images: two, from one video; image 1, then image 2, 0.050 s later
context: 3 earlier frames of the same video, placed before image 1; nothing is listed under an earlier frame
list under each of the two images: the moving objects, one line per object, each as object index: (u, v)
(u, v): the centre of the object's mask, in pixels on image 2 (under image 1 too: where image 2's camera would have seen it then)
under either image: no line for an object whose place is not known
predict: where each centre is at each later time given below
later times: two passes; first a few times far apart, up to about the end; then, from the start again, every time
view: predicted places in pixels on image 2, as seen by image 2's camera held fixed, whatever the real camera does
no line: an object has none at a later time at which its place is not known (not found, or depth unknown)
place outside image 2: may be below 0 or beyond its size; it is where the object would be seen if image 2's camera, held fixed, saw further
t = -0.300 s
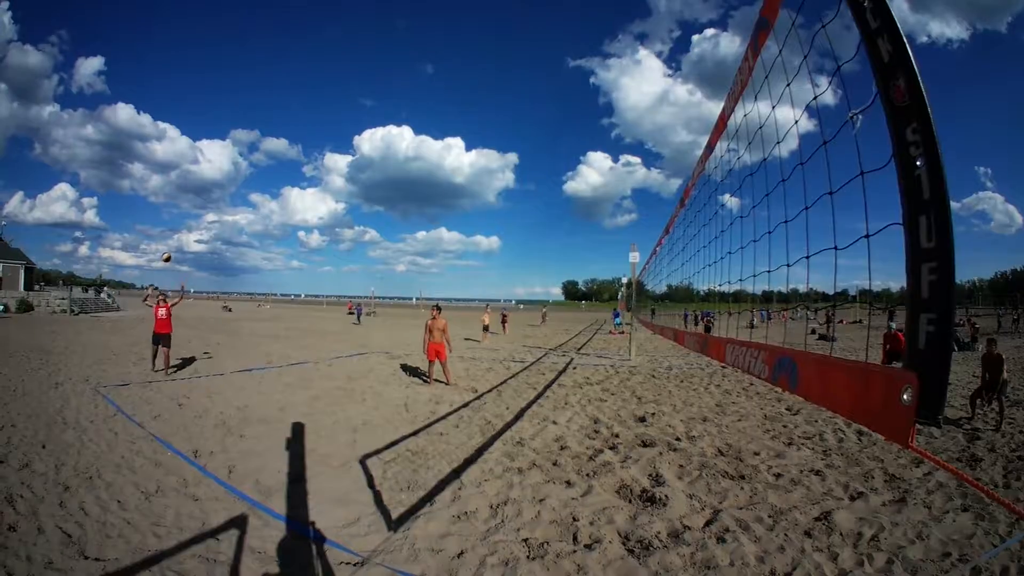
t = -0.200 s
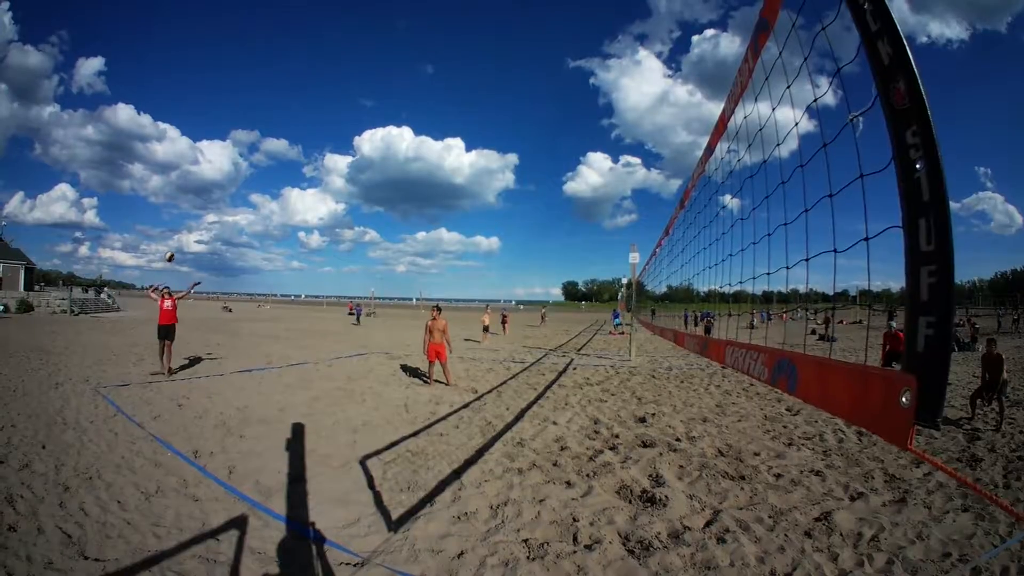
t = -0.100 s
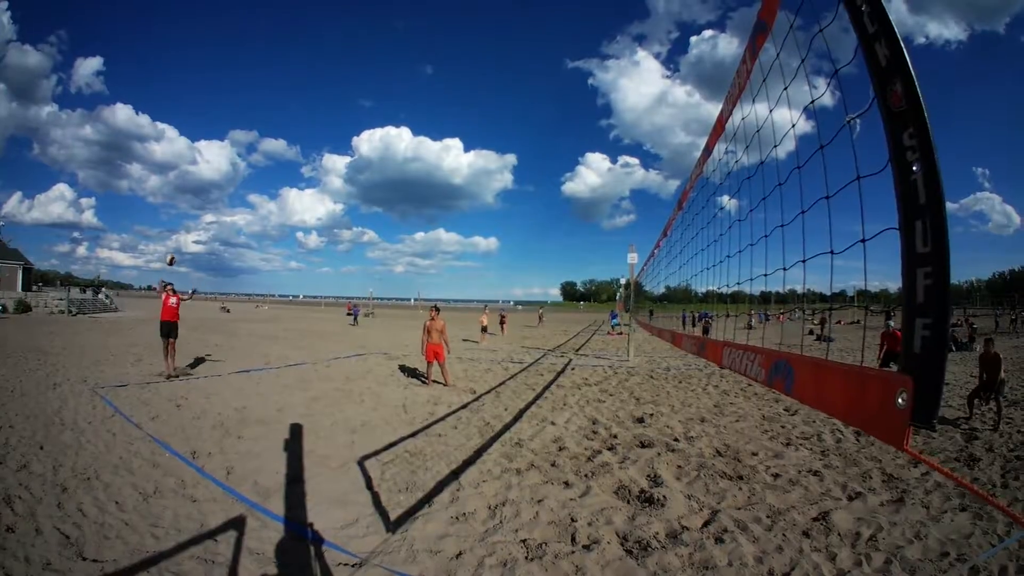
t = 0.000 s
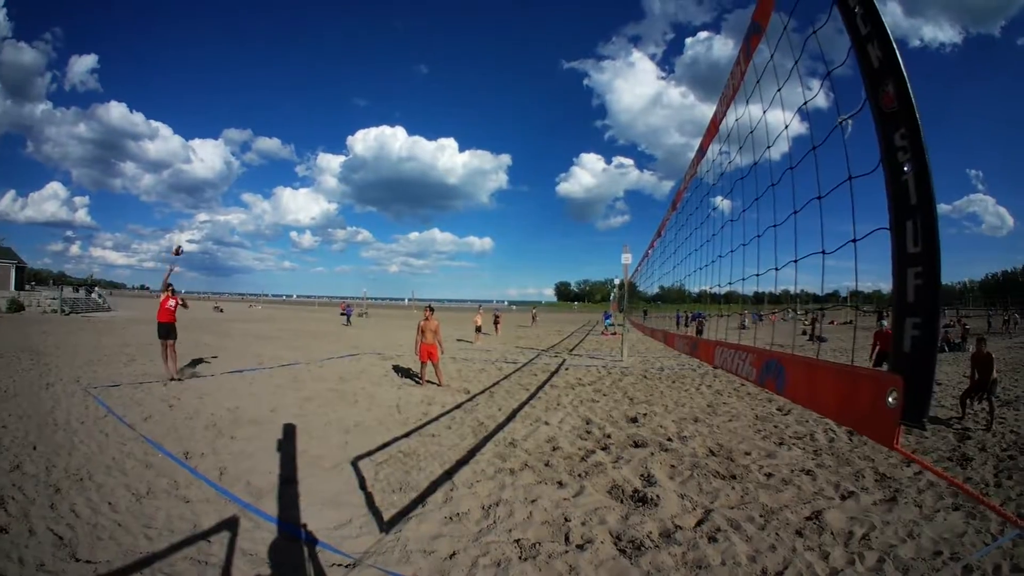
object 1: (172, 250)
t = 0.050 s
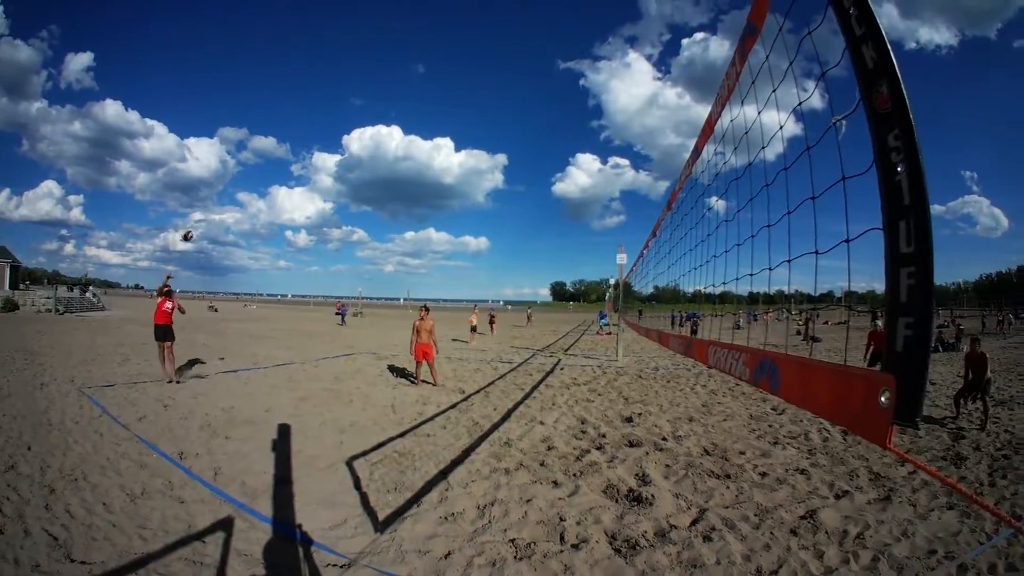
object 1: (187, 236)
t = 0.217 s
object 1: (258, 184)
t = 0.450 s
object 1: (448, 121)
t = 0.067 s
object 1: (193, 231)
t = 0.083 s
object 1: (199, 226)
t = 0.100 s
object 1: (205, 221)
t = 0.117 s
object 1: (211, 215)
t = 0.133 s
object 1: (218, 210)
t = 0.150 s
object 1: (225, 205)
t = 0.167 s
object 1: (232, 200)
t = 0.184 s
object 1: (241, 195)
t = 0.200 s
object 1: (249, 189)
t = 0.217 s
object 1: (258, 184)
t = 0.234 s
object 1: (267, 179)
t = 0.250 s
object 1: (278, 174)
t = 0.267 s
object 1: (288, 168)
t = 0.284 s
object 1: (299, 163)
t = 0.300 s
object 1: (312, 158)
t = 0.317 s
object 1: (324, 153)
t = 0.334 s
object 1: (338, 149)
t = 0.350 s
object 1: (351, 144)
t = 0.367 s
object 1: (365, 140)
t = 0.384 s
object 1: (380, 135)
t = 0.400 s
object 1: (397, 131)
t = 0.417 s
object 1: (413, 128)
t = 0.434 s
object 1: (431, 124)
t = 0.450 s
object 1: (448, 121)
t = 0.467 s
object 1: (468, 118)
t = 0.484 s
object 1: (487, 116)
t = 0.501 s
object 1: (507, 114)
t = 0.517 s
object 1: (527, 113)
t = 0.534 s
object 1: (547, 113)
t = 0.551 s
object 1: (569, 113)
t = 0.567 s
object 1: (591, 113)
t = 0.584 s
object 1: (612, 114)
